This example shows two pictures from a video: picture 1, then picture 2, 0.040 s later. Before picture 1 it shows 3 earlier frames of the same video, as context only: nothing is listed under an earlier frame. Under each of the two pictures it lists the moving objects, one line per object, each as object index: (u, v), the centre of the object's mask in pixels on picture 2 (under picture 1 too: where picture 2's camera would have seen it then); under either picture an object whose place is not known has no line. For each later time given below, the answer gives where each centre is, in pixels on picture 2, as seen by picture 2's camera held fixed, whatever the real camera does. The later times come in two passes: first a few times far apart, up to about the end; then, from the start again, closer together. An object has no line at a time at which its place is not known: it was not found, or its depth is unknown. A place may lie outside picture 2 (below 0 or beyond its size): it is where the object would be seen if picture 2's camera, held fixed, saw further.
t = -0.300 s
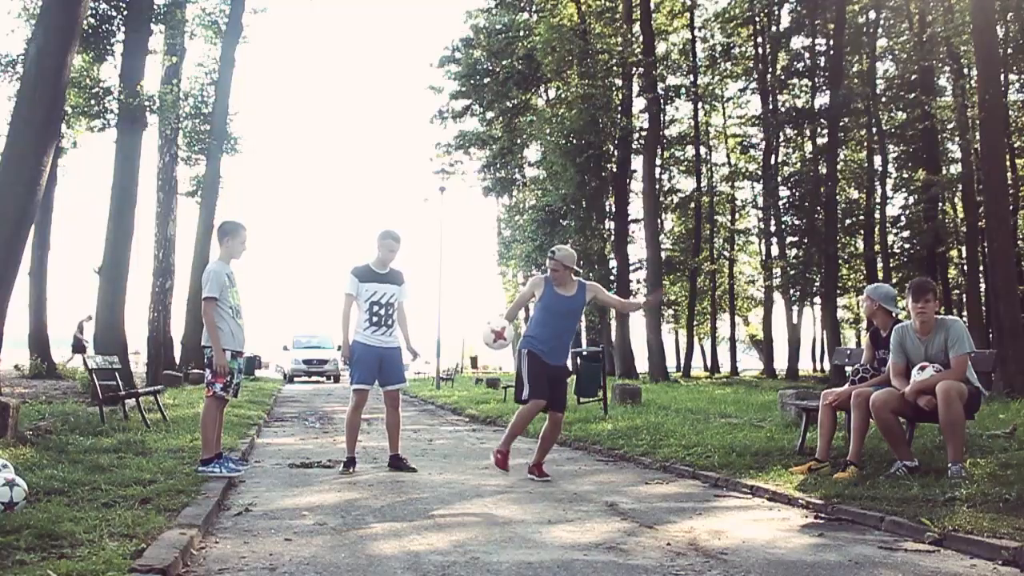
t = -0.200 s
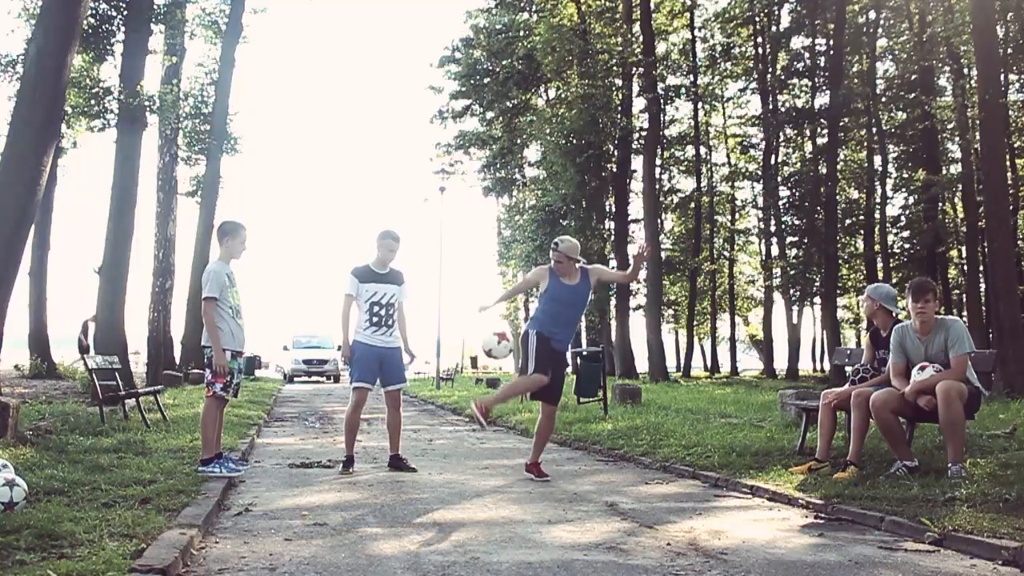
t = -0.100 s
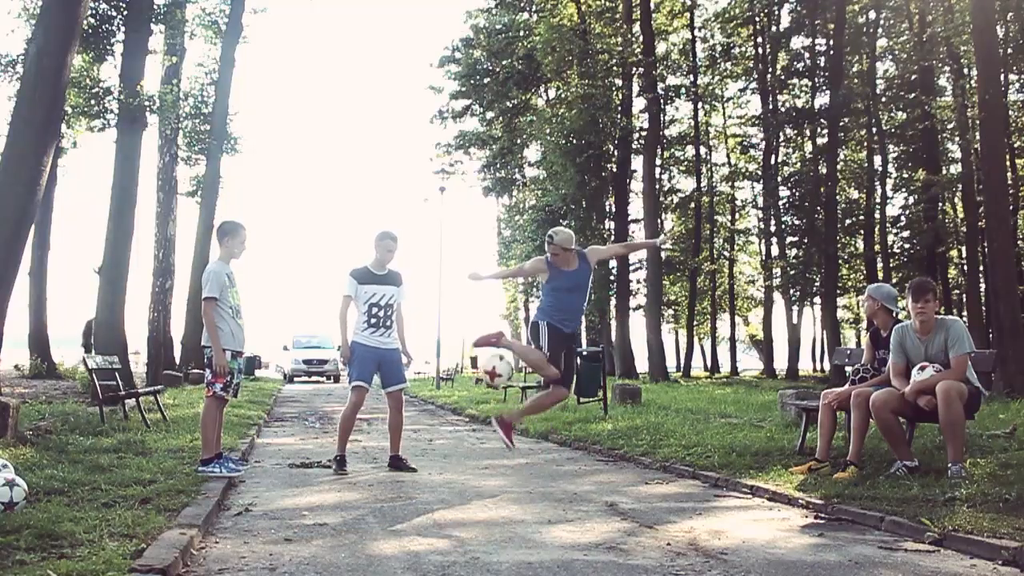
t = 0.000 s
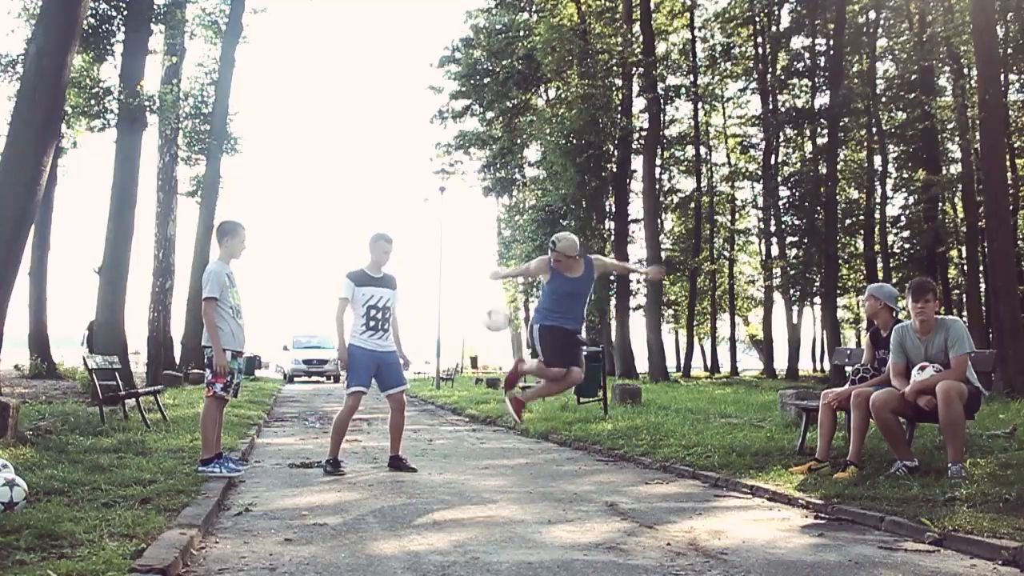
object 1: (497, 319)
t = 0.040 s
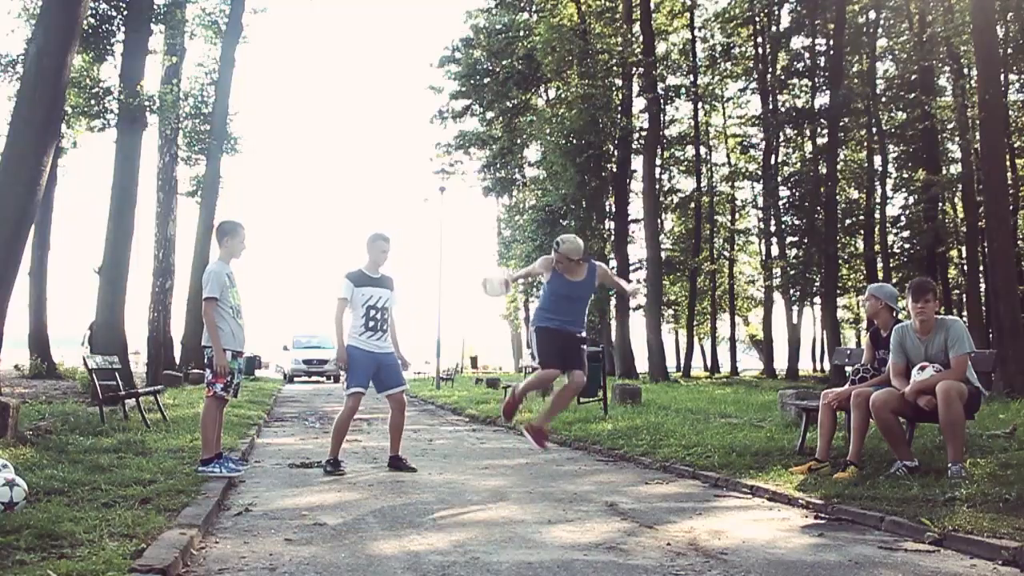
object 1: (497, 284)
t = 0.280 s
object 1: (487, 125)
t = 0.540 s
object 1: (478, 46)
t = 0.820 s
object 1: (466, 66)
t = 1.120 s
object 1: (451, 223)
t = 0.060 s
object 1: (496, 268)
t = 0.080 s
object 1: (495, 252)
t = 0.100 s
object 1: (495, 238)
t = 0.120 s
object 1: (495, 220)
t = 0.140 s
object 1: (494, 205)
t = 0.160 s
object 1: (493, 192)
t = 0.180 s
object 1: (492, 180)
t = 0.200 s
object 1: (490, 168)
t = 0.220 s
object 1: (489, 156)
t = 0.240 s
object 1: (487, 145)
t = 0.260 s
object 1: (487, 135)
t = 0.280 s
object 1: (487, 125)
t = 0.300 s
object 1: (487, 114)
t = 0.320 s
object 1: (486, 106)
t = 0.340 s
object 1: (485, 98)
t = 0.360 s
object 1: (484, 90)
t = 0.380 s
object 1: (483, 84)
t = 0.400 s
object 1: (483, 77)
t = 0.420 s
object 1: (482, 71)
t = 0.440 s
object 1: (482, 65)
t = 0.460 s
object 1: (481, 60)
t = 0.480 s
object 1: (480, 56)
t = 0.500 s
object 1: (480, 52)
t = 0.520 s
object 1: (479, 48)
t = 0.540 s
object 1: (478, 46)
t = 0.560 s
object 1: (477, 43)
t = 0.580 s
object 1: (476, 42)
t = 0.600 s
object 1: (475, 41)
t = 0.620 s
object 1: (475, 40)
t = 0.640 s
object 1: (474, 41)
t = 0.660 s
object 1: (473, 41)
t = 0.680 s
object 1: (473, 42)
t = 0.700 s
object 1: (472, 44)
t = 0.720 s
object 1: (471, 46)
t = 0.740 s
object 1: (469, 48)
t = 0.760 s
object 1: (468, 51)
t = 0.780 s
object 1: (468, 57)
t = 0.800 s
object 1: (467, 61)
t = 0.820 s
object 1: (466, 66)
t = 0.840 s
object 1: (465, 72)
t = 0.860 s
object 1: (464, 80)
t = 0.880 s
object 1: (464, 86)
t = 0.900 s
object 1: (463, 94)
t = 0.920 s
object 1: (462, 101)
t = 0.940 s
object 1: (461, 110)
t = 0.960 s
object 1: (460, 118)
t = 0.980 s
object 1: (459, 132)
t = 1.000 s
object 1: (458, 143)
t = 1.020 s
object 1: (457, 153)
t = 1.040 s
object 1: (456, 165)
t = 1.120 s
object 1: (451, 223)
